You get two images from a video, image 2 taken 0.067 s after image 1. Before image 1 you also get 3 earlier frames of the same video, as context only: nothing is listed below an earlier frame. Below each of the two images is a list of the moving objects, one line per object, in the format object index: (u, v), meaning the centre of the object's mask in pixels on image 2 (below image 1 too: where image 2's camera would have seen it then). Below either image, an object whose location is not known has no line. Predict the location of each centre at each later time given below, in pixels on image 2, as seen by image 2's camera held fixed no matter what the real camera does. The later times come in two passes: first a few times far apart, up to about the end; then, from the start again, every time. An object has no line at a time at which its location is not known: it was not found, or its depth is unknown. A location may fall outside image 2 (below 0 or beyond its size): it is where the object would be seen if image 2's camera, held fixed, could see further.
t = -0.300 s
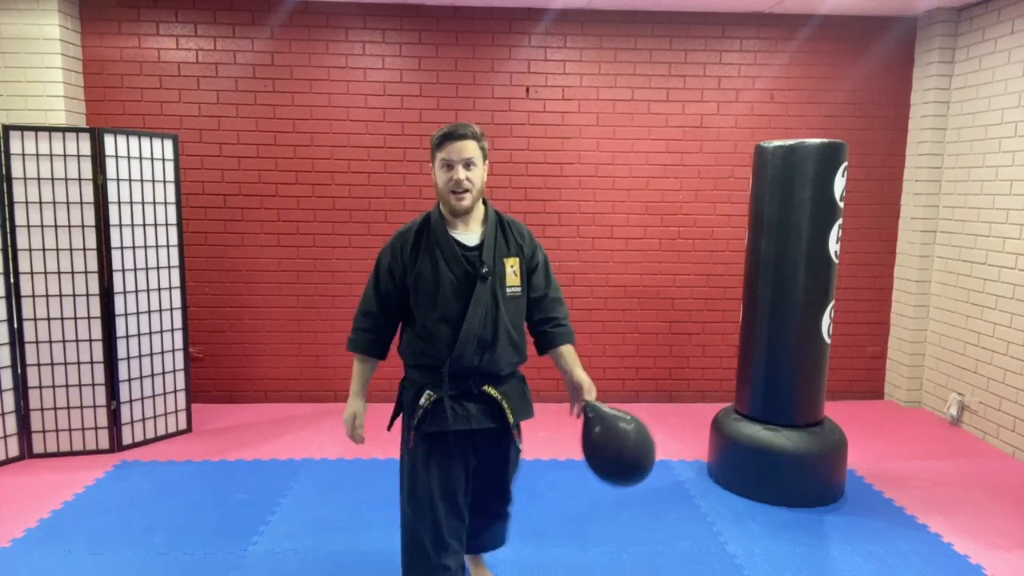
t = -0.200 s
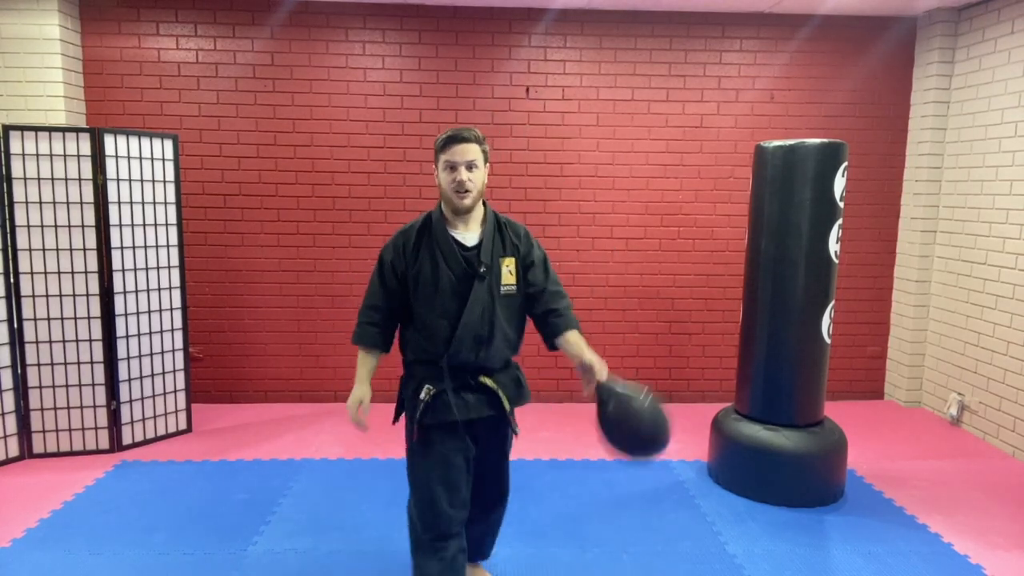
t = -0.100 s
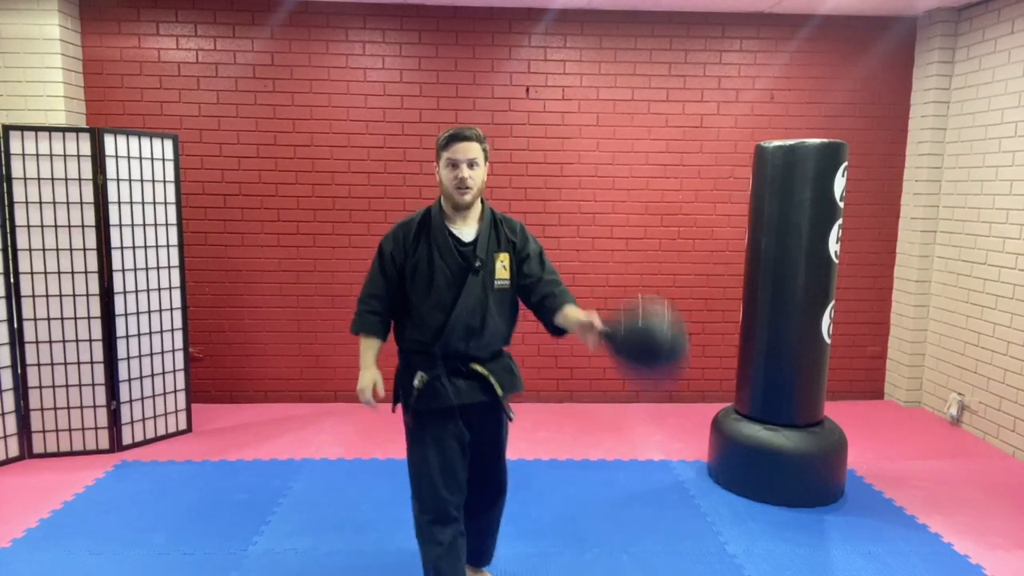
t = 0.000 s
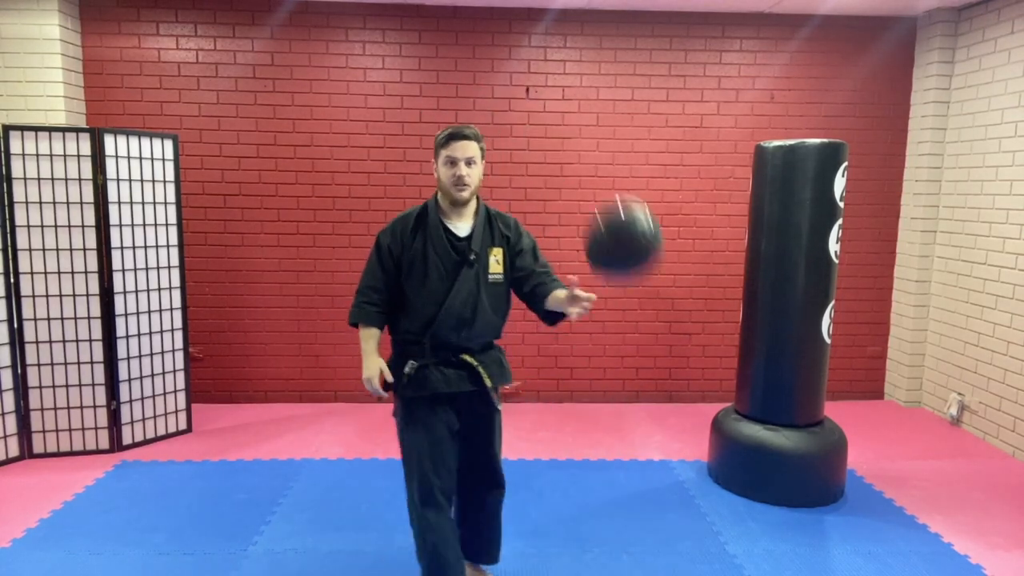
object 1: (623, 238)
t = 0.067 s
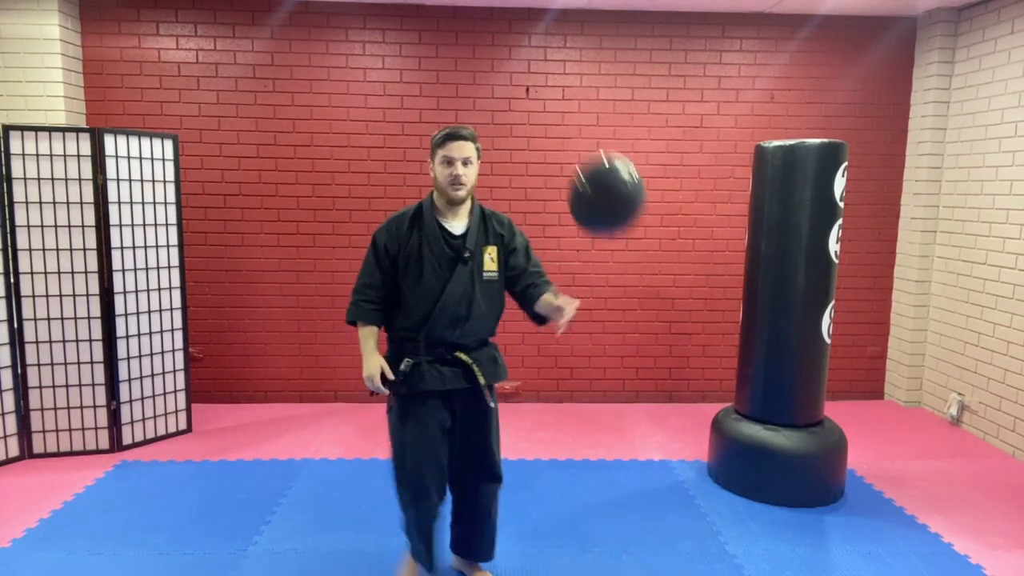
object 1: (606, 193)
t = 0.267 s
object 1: (561, 130)
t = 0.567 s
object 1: (545, 104)
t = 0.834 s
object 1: (549, 85)
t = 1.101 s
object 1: (550, 89)
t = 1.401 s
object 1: (544, 131)
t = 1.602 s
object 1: (540, 179)
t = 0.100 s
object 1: (598, 176)
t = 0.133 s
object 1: (589, 163)
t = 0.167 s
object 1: (581, 152)
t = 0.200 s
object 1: (573, 142)
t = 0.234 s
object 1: (566, 135)
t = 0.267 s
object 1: (561, 130)
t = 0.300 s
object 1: (555, 125)
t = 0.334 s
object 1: (552, 122)
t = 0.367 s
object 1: (549, 119)
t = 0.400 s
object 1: (547, 117)
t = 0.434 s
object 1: (546, 114)
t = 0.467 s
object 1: (545, 112)
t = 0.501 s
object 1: (545, 109)
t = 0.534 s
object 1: (545, 107)
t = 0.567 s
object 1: (545, 104)
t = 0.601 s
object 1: (546, 101)
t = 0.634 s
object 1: (547, 98)
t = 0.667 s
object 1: (547, 96)
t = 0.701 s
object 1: (547, 93)
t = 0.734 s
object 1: (548, 90)
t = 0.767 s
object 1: (549, 88)
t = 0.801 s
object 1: (549, 87)
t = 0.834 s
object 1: (549, 85)
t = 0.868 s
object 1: (550, 84)
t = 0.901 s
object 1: (550, 83)
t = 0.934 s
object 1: (550, 83)
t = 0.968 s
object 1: (550, 83)
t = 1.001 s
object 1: (550, 84)
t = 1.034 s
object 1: (550, 85)
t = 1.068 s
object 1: (550, 87)
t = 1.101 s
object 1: (550, 89)
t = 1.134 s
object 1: (549, 92)
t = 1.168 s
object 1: (549, 95)
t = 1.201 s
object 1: (549, 99)
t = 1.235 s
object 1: (548, 104)
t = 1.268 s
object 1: (547, 109)
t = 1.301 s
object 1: (547, 114)
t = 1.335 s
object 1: (546, 119)
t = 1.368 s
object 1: (546, 125)
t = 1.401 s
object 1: (544, 131)
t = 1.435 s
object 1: (544, 138)
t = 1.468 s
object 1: (543, 146)
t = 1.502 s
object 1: (543, 153)
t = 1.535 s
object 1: (542, 161)
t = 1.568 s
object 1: (541, 170)
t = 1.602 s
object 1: (540, 179)
